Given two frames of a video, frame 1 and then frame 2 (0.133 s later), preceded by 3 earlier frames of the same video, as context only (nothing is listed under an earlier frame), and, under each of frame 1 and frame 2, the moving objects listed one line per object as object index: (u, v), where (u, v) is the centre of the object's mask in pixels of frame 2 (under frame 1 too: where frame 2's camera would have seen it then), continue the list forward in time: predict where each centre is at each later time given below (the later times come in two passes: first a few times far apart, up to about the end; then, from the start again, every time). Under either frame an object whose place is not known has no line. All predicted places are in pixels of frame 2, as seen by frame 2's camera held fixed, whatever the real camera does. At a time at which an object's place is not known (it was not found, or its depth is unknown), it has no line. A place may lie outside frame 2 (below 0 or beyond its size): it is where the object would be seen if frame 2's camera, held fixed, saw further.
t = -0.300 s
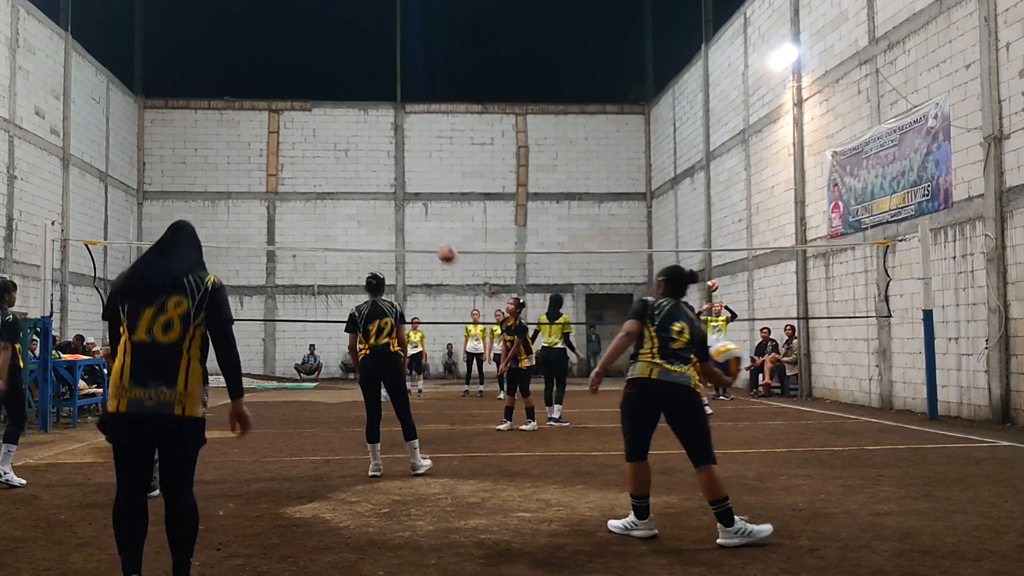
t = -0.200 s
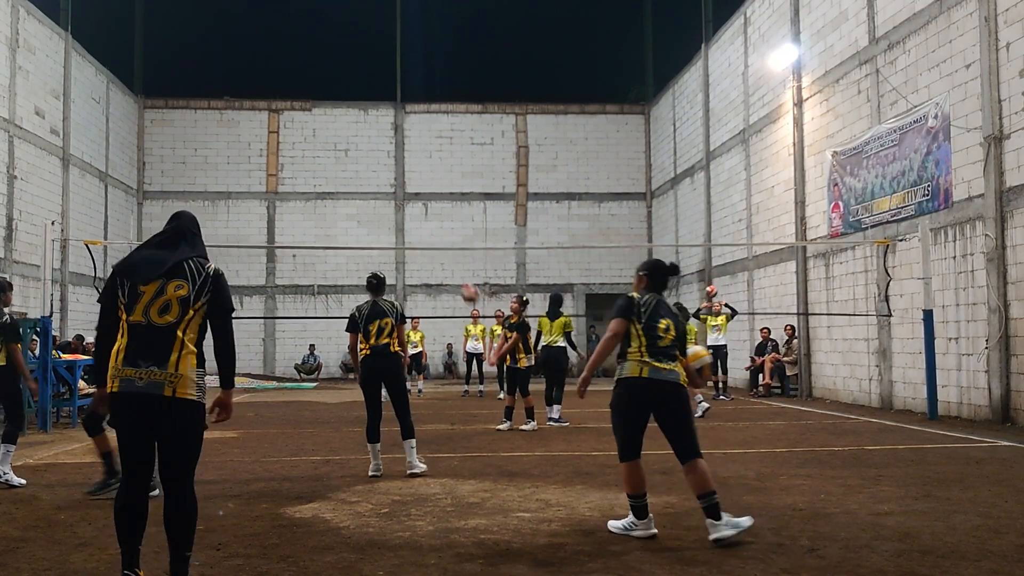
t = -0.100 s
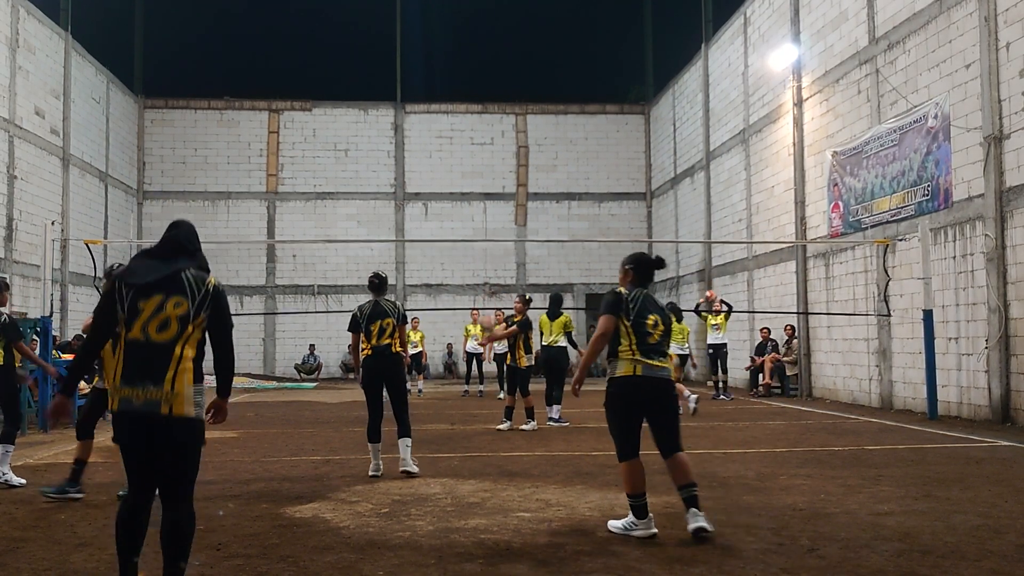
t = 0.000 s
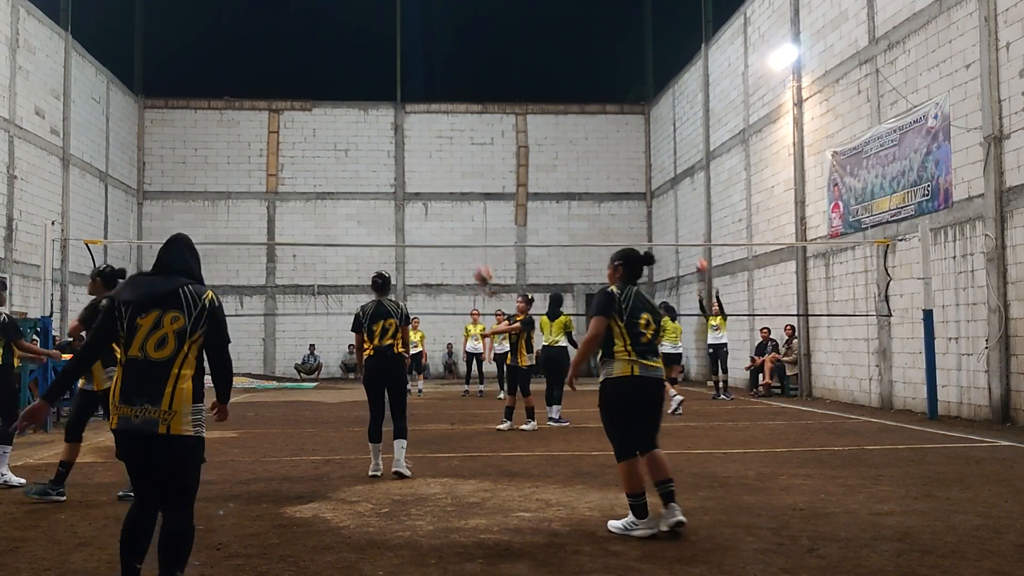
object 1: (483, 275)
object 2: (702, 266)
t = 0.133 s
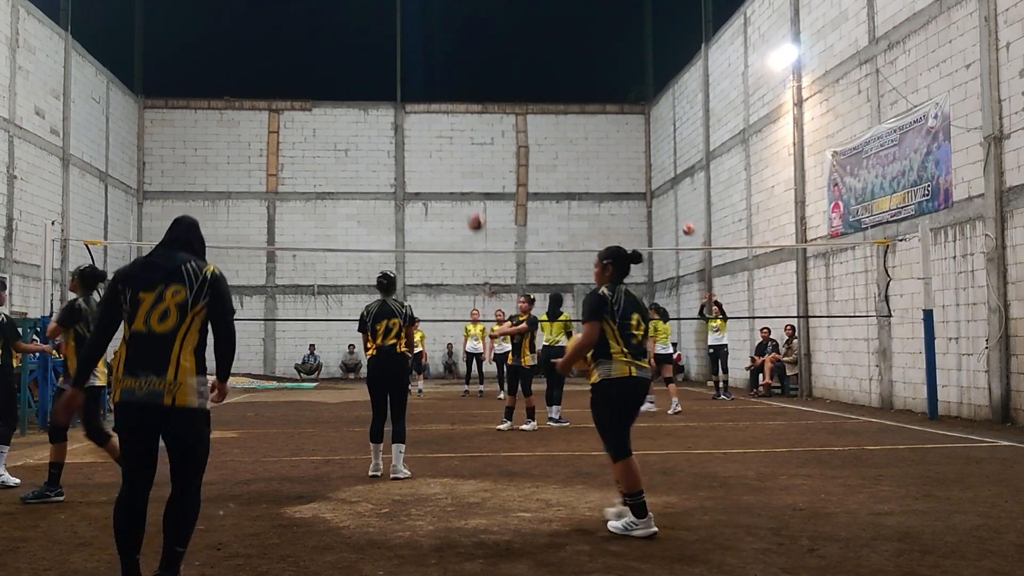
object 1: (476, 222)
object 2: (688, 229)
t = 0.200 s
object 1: (473, 200)
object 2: (681, 213)
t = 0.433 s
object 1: (460, 153)
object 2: (658, 180)
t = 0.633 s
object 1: (449, 152)
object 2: (637, 176)
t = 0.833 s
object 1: (437, 189)
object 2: (615, 200)
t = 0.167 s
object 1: (475, 209)
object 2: (685, 221)
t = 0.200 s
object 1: (473, 200)
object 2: (681, 213)
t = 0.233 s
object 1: (471, 192)
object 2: (679, 207)
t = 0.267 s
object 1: (469, 182)
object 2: (675, 201)
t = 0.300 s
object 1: (467, 175)
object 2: (671, 195)
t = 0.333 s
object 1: (465, 169)
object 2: (668, 190)
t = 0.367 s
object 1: (463, 162)
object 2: (664, 185)
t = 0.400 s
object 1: (462, 157)
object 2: (661, 182)
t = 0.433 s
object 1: (460, 153)
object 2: (658, 180)
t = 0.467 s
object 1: (458, 150)
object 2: (654, 177)
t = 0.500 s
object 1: (456, 148)
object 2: (651, 176)
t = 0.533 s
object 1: (454, 148)
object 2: (648, 175)
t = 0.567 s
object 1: (453, 148)
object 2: (644, 174)
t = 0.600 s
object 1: (451, 149)
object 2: (640, 175)
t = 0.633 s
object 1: (449, 152)
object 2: (637, 176)
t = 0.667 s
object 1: (447, 154)
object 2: (633, 178)
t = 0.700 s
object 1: (445, 159)
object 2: (630, 181)
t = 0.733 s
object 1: (443, 164)
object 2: (626, 185)
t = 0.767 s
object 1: (441, 172)
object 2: (622, 189)
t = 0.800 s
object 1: (439, 179)
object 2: (618, 195)
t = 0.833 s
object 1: (437, 189)
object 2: (615, 200)
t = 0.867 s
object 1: (435, 200)
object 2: (611, 207)
